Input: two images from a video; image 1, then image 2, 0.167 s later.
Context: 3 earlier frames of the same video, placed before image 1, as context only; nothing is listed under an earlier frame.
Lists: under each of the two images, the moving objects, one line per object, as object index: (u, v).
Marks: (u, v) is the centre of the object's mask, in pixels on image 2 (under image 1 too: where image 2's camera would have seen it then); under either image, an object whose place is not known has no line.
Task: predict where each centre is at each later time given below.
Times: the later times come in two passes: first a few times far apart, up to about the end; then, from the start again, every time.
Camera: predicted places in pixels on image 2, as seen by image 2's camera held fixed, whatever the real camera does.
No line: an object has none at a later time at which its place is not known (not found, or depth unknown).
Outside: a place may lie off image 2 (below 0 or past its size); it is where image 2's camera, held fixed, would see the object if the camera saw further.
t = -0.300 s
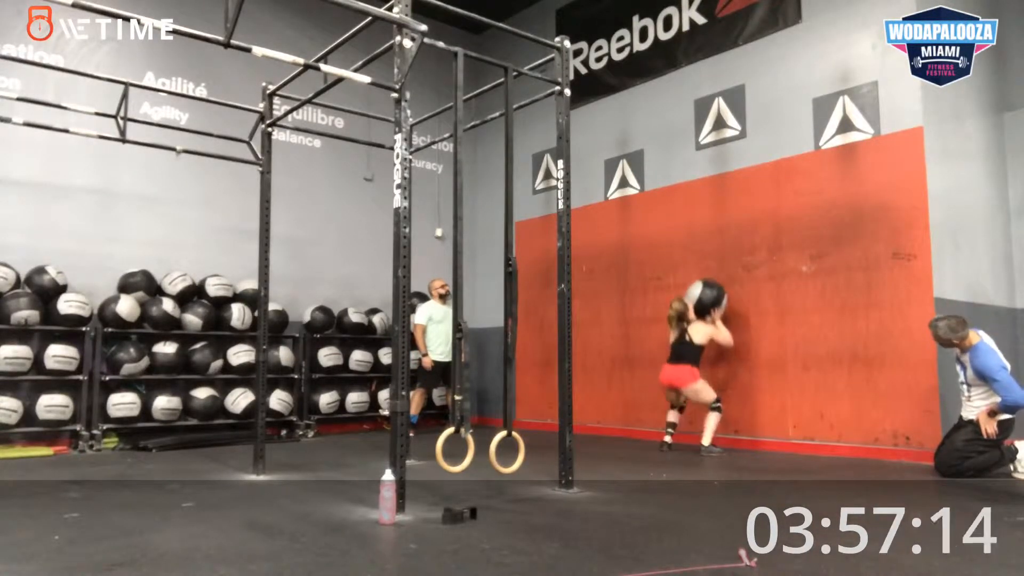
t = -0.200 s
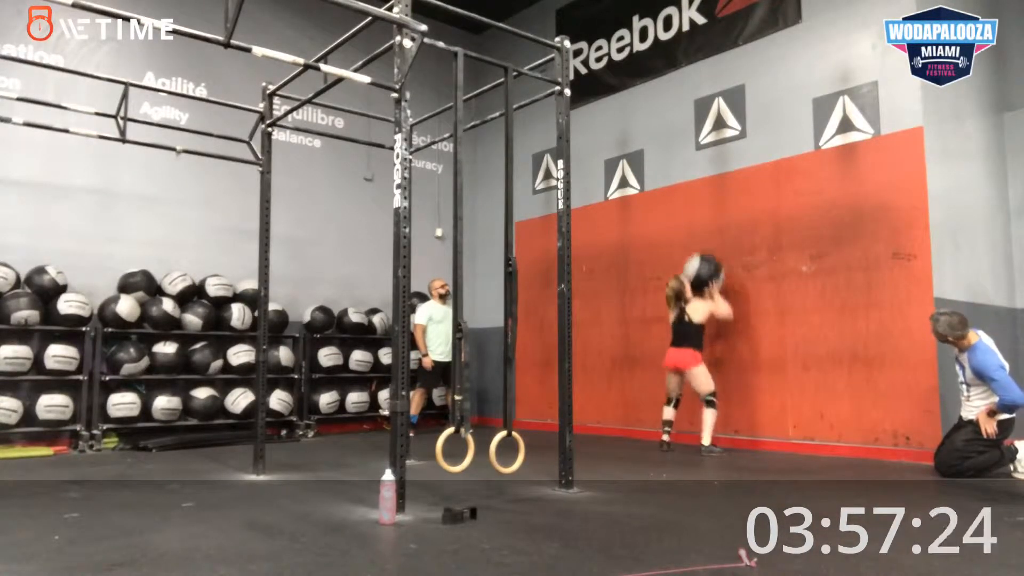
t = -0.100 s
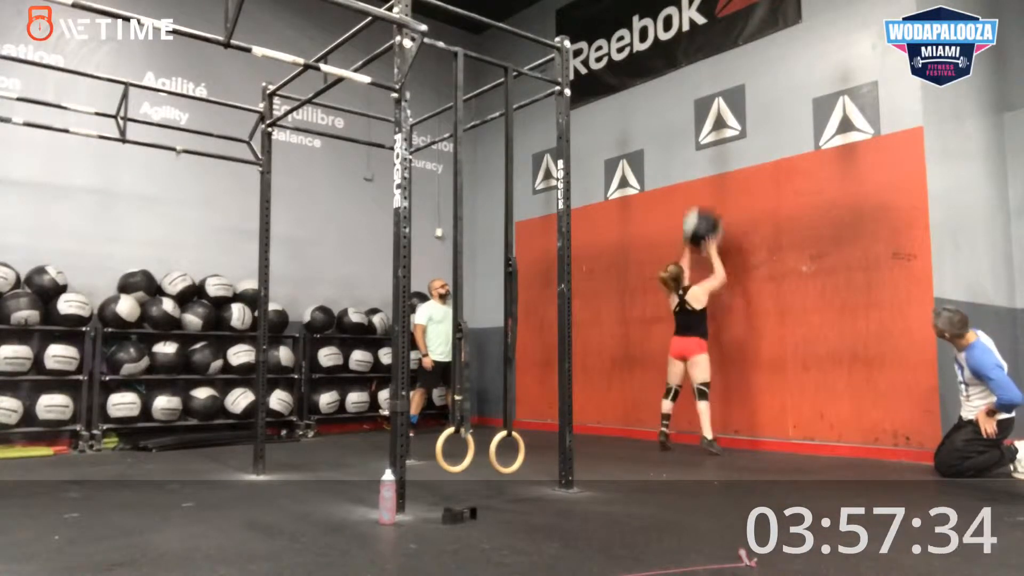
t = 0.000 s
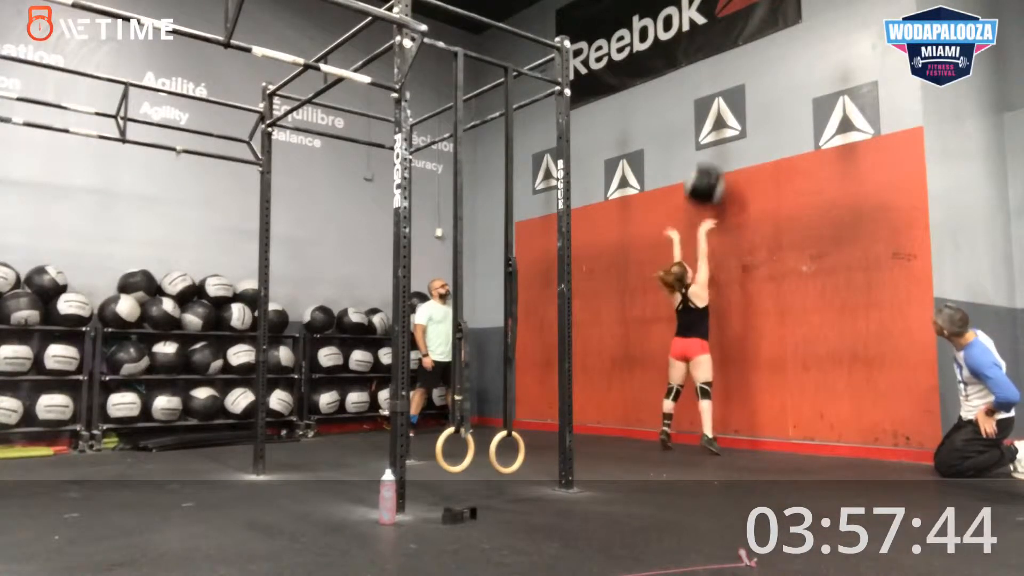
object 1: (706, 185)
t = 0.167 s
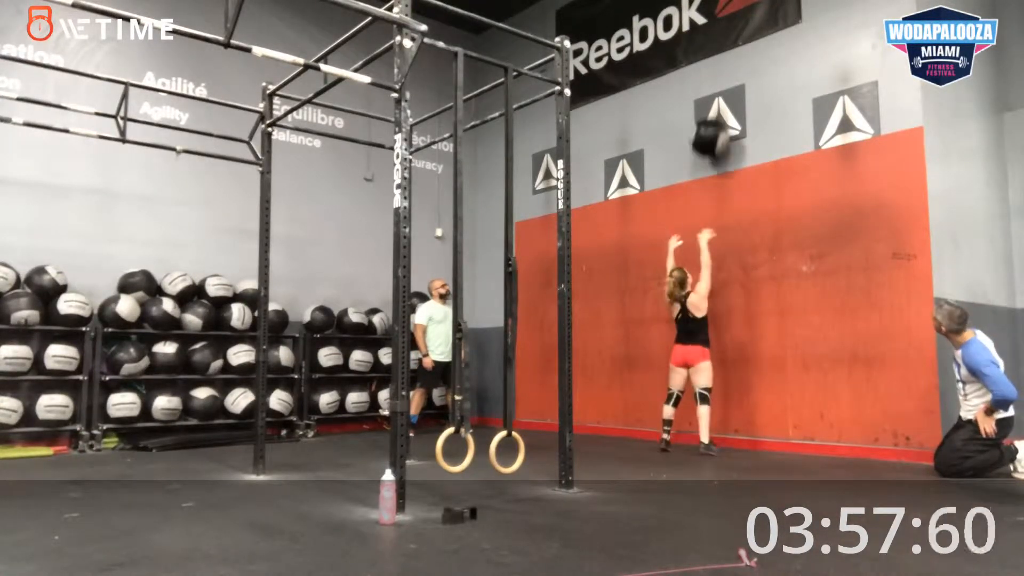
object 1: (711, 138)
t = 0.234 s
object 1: (715, 125)
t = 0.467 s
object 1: (707, 129)
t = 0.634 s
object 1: (702, 163)
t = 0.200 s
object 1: (713, 129)
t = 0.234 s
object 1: (715, 125)
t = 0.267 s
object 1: (714, 124)
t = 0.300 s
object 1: (714, 123)
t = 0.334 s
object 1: (713, 122)
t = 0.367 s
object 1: (712, 122)
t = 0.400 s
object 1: (712, 122)
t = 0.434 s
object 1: (708, 125)
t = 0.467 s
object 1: (707, 129)
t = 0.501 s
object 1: (706, 133)
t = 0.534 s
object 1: (704, 139)
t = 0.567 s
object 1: (703, 145)
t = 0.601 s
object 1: (702, 154)
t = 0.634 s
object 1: (702, 163)
